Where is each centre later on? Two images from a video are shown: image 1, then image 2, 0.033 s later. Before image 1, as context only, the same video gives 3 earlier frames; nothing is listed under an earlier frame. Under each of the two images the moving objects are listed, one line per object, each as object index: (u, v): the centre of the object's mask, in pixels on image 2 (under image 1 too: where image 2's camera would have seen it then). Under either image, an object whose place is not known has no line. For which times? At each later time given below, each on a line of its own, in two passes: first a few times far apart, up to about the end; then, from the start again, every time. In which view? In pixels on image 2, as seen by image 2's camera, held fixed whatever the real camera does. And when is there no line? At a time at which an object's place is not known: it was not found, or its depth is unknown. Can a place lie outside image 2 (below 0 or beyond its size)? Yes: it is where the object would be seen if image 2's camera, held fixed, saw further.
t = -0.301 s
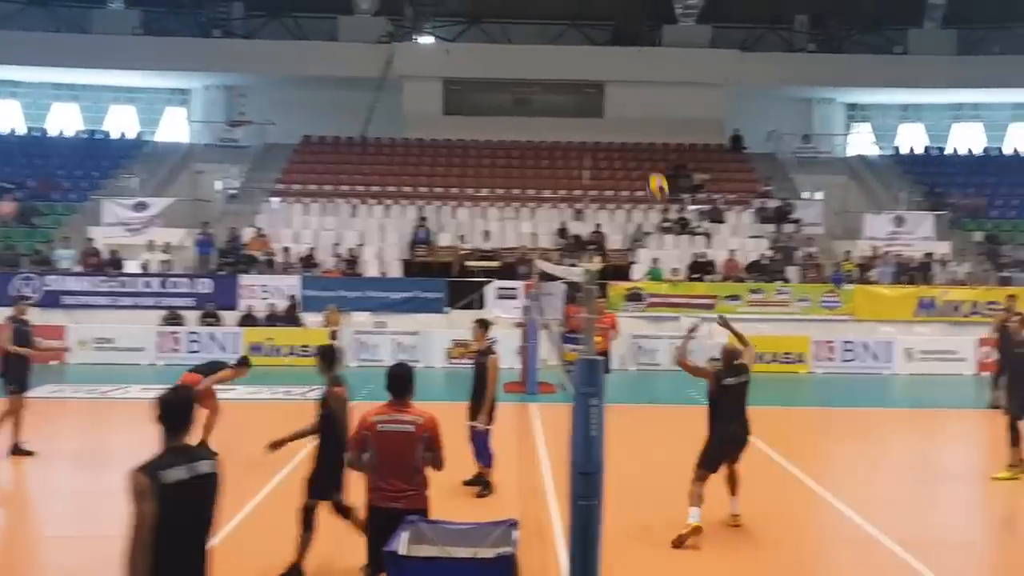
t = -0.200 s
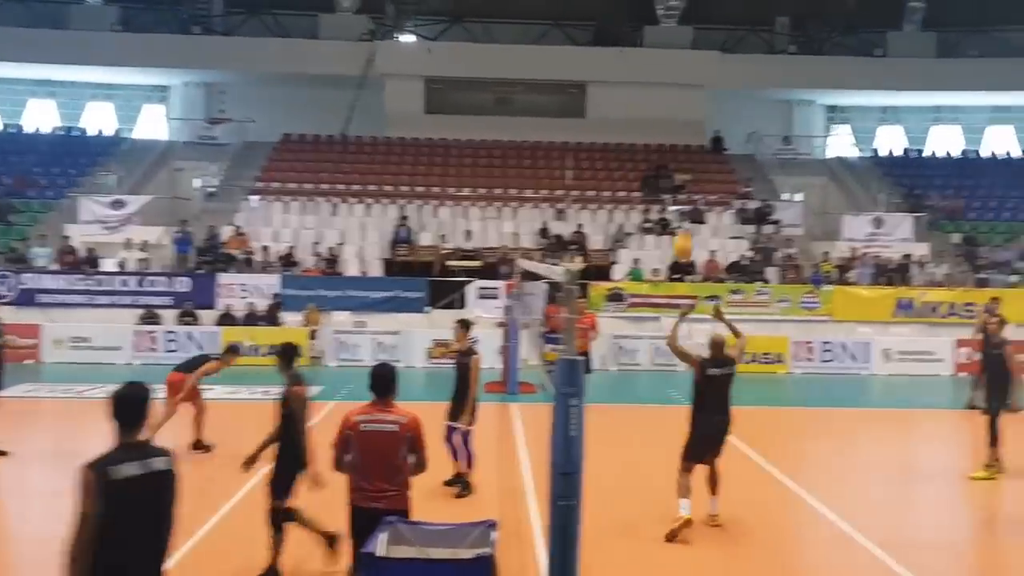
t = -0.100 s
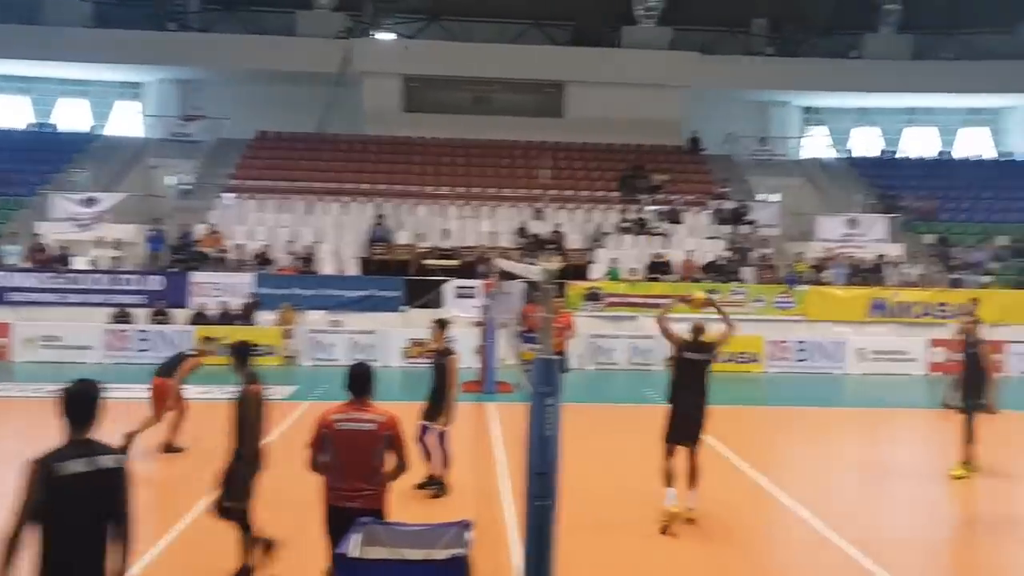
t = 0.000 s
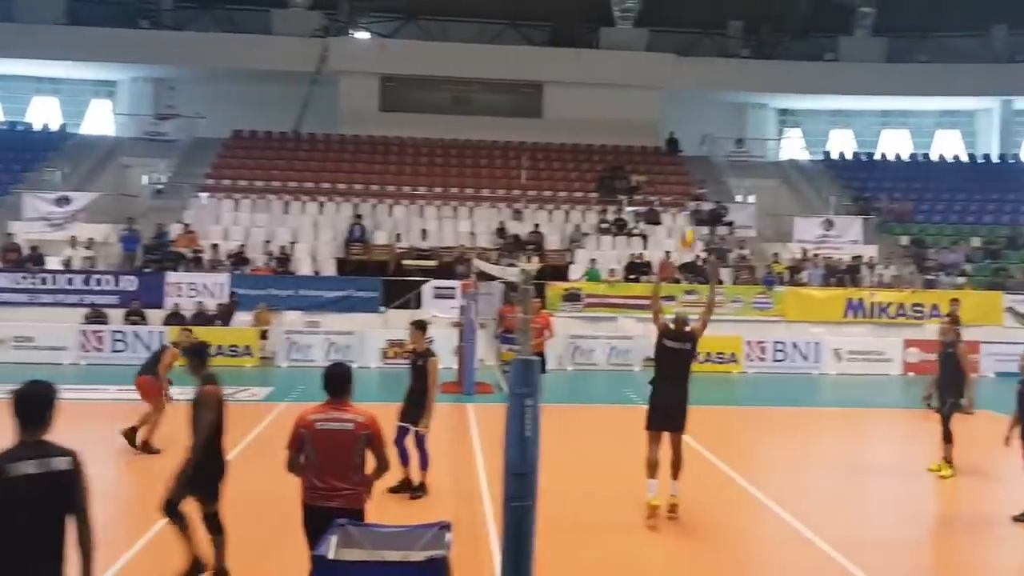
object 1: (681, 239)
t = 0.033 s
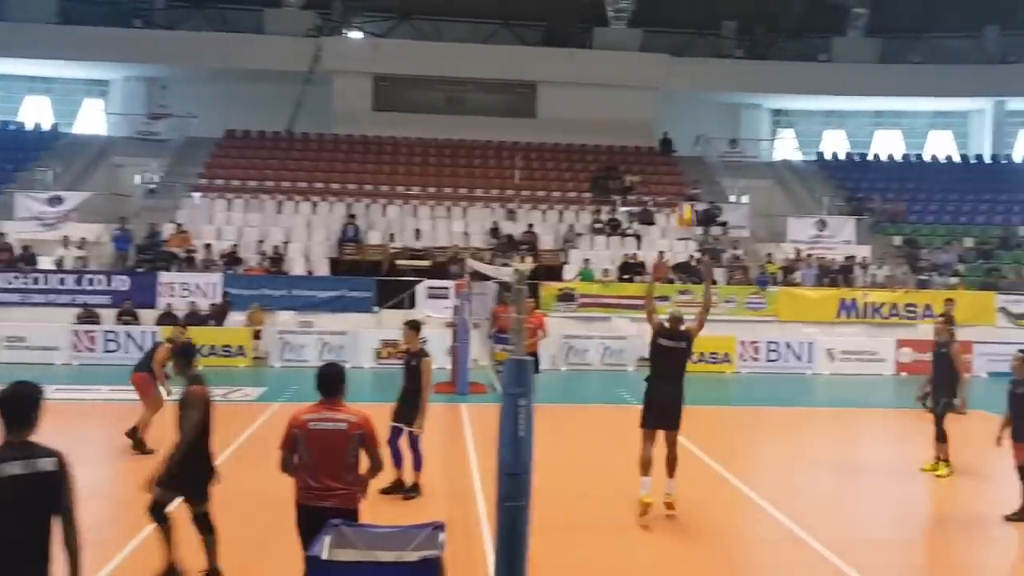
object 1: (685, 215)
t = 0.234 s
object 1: (711, 111)
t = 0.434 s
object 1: (727, 50)
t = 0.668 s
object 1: (745, 31)
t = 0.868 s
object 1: (758, 50)
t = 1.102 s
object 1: (757, 113)
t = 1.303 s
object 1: (767, 196)
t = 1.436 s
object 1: (775, 265)
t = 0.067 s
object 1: (688, 195)
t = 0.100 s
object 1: (692, 177)
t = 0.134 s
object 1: (696, 160)
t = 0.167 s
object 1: (699, 141)
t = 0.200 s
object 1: (704, 126)
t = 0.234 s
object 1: (711, 111)
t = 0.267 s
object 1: (713, 99)
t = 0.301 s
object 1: (716, 87)
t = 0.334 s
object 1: (716, 75)
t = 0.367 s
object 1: (722, 65)
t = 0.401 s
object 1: (724, 58)
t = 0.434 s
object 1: (727, 50)
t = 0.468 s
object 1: (729, 45)
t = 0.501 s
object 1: (732, 40)
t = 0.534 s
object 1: (734, 36)
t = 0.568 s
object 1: (737, 33)
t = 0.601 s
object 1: (740, 31)
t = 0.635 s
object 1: (742, 30)
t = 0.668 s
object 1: (745, 31)
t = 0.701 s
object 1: (747, 31)
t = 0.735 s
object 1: (749, 33)
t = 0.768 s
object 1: (752, 36)
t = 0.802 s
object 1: (753, 40)
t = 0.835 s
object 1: (755, 45)
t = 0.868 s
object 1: (758, 50)
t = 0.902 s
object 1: (760, 57)
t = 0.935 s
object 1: (761, 65)
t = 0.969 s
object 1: (754, 72)
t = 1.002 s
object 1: (756, 81)
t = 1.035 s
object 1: (757, 89)
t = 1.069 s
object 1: (758, 101)
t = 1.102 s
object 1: (757, 113)
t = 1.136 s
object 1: (758, 125)
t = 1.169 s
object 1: (760, 139)
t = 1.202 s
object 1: (761, 152)
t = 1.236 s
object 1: (763, 168)
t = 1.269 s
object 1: (766, 179)
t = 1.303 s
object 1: (767, 196)
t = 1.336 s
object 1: (769, 211)
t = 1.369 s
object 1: (771, 229)
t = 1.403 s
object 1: (773, 245)
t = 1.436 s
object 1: (775, 265)
